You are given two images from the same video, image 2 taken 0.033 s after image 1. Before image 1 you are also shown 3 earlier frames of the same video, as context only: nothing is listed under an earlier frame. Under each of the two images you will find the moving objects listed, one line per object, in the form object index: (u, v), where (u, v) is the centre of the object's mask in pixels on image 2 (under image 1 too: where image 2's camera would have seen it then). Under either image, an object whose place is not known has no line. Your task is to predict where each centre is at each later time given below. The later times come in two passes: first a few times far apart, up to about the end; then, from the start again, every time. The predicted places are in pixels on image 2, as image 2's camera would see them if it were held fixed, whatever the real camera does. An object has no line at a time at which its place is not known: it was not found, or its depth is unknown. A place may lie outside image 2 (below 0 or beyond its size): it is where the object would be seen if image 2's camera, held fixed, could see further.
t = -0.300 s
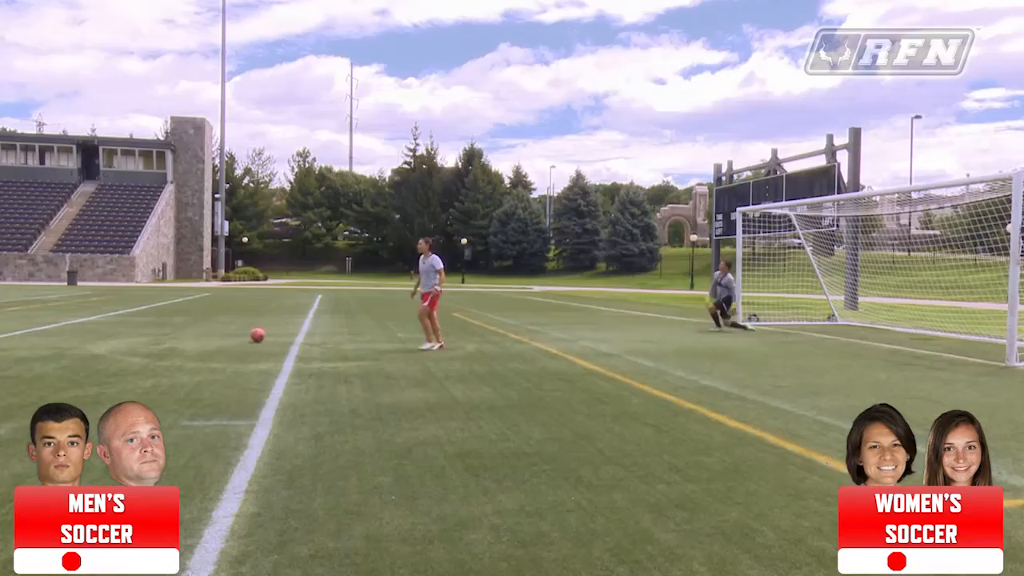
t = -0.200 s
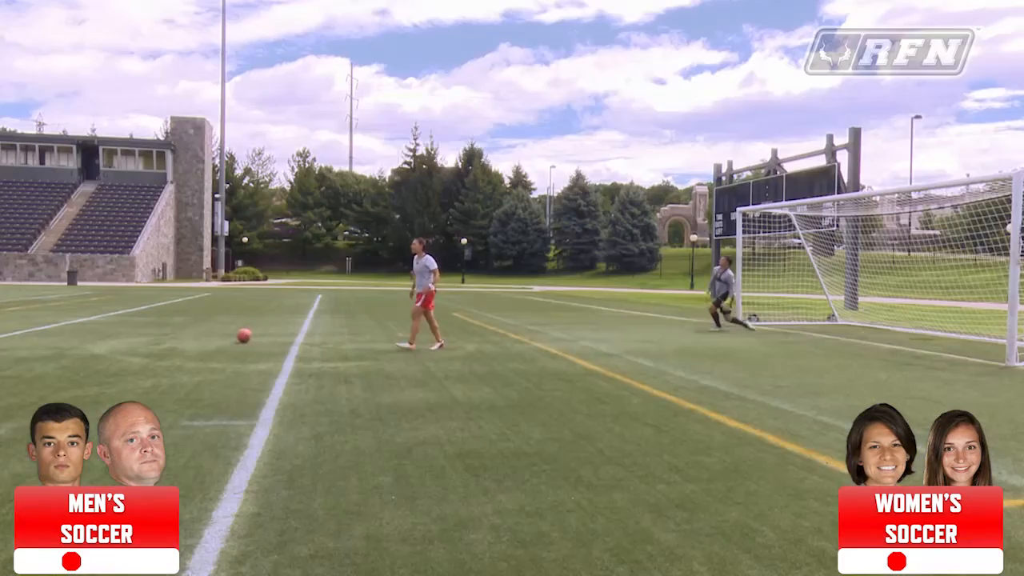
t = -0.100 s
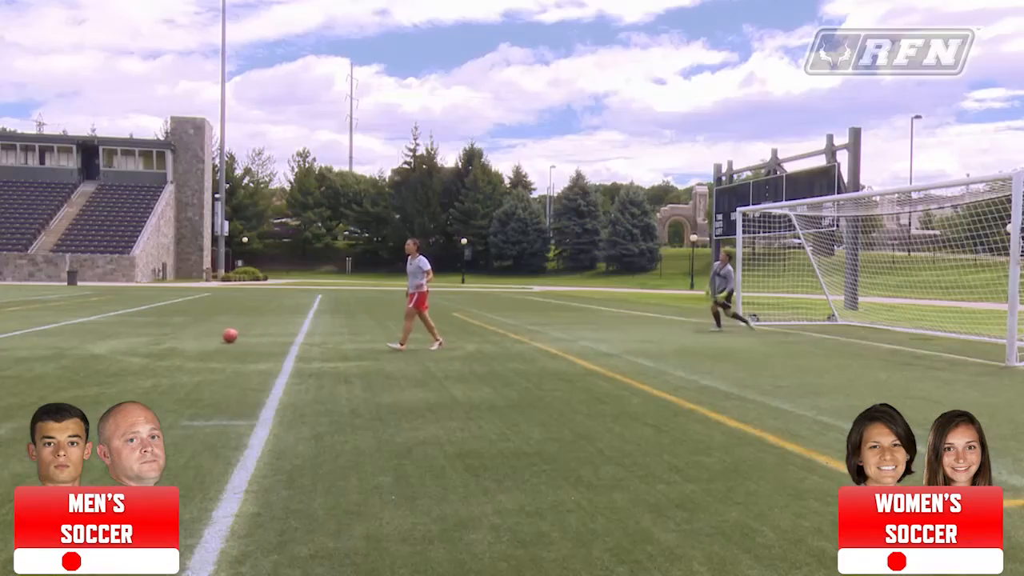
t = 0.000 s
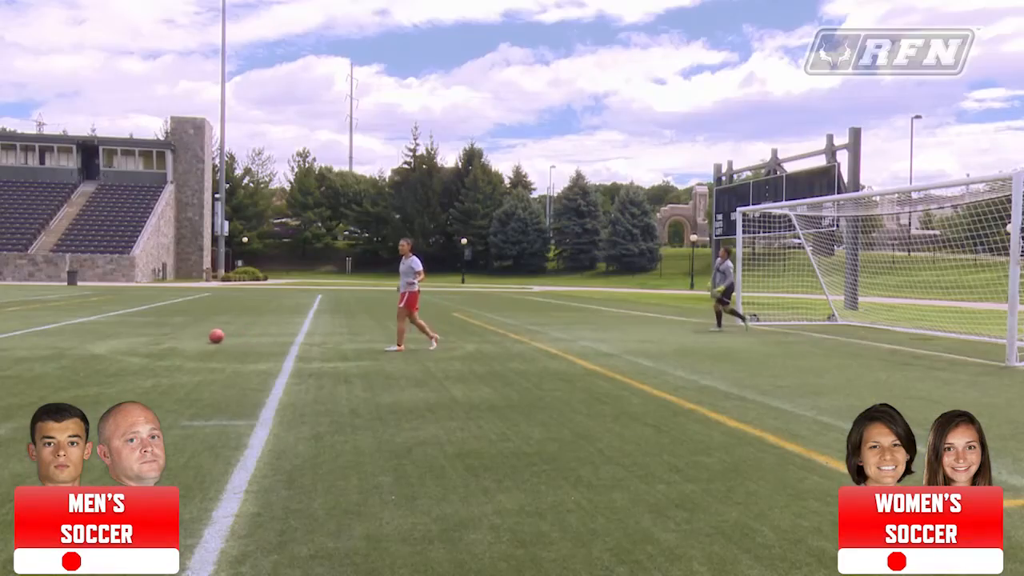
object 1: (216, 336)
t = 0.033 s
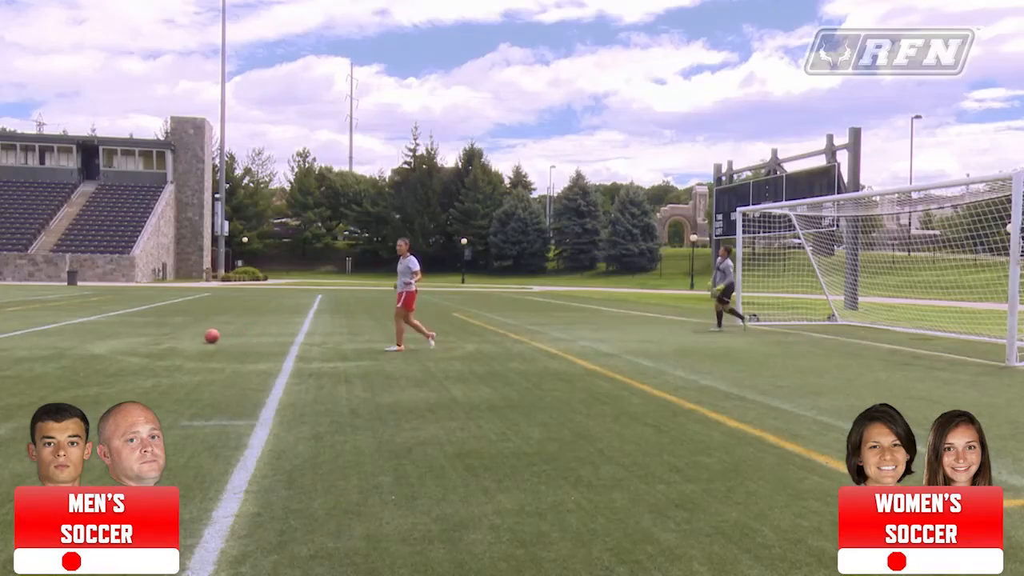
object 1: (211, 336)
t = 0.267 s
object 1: (181, 336)
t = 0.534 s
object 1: (147, 337)
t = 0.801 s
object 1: (115, 337)
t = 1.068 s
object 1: (85, 337)
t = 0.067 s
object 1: (207, 336)
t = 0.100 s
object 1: (202, 335)
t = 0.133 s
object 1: (198, 335)
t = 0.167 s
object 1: (194, 336)
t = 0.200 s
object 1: (189, 336)
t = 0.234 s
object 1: (185, 336)
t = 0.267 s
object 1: (181, 336)
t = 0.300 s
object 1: (177, 336)
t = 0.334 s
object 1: (172, 336)
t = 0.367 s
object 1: (168, 336)
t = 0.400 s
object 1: (164, 336)
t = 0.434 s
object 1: (160, 337)
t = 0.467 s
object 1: (156, 336)
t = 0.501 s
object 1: (152, 337)
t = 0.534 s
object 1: (147, 337)
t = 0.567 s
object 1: (143, 337)
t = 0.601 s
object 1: (139, 337)
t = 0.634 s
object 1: (135, 337)
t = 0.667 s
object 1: (131, 337)
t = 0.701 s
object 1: (127, 337)
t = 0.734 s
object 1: (123, 337)
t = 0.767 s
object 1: (119, 337)
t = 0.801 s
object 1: (115, 337)
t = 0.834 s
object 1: (112, 337)
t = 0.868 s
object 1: (108, 337)
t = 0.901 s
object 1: (104, 337)
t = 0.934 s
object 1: (100, 337)
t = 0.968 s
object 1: (96, 338)
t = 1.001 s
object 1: (93, 337)
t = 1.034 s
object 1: (89, 337)
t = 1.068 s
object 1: (85, 337)
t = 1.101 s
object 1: (82, 337)
